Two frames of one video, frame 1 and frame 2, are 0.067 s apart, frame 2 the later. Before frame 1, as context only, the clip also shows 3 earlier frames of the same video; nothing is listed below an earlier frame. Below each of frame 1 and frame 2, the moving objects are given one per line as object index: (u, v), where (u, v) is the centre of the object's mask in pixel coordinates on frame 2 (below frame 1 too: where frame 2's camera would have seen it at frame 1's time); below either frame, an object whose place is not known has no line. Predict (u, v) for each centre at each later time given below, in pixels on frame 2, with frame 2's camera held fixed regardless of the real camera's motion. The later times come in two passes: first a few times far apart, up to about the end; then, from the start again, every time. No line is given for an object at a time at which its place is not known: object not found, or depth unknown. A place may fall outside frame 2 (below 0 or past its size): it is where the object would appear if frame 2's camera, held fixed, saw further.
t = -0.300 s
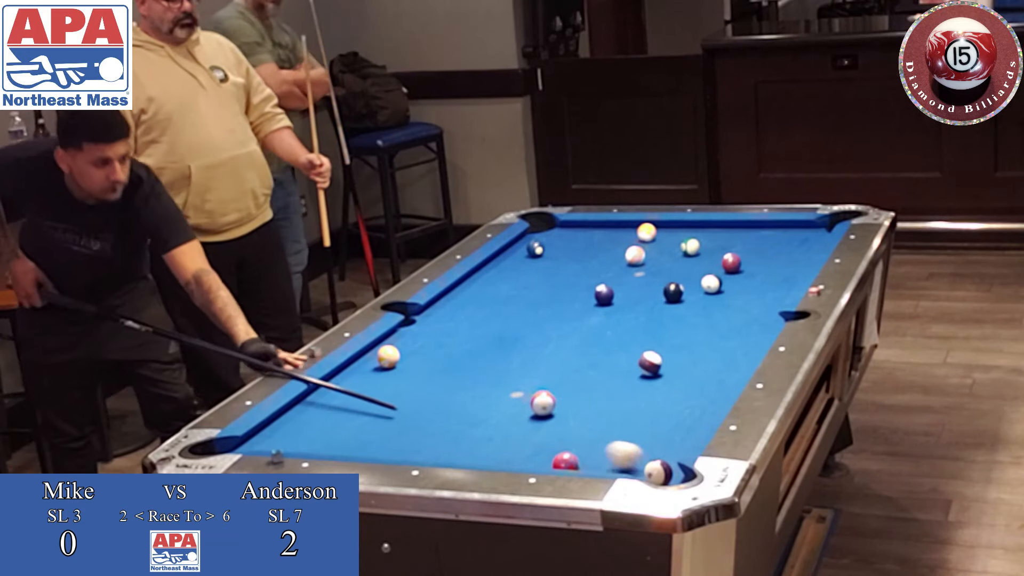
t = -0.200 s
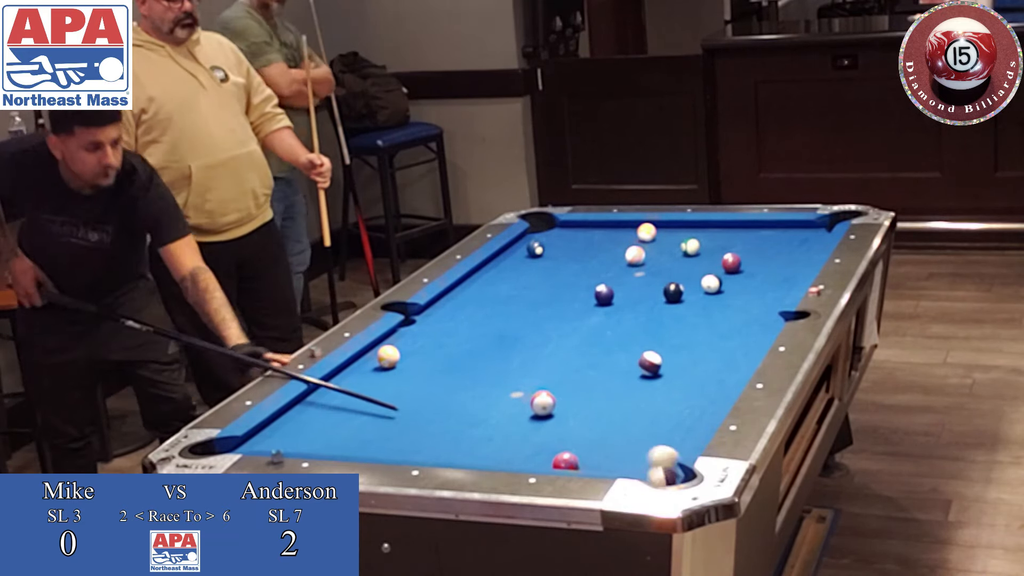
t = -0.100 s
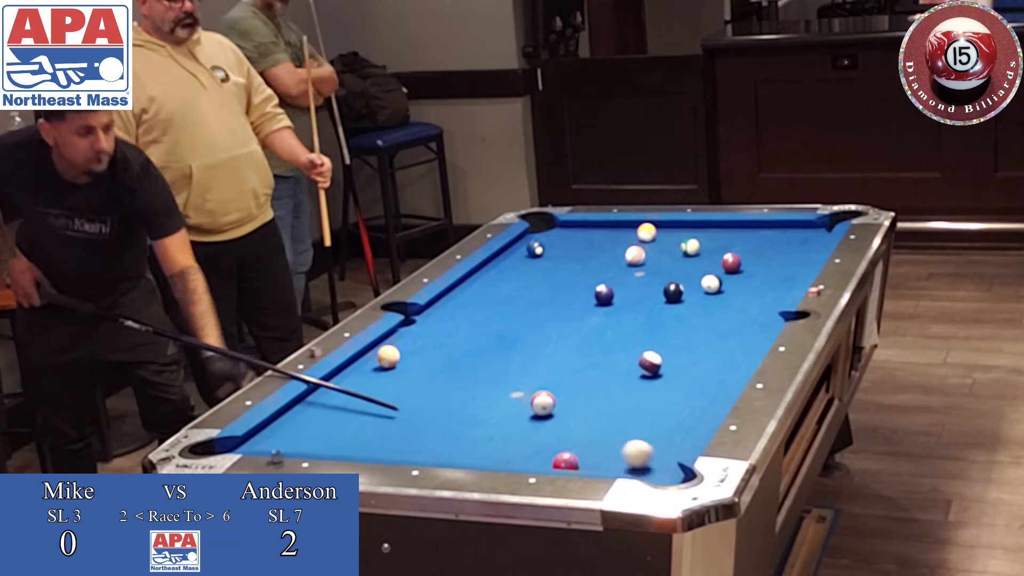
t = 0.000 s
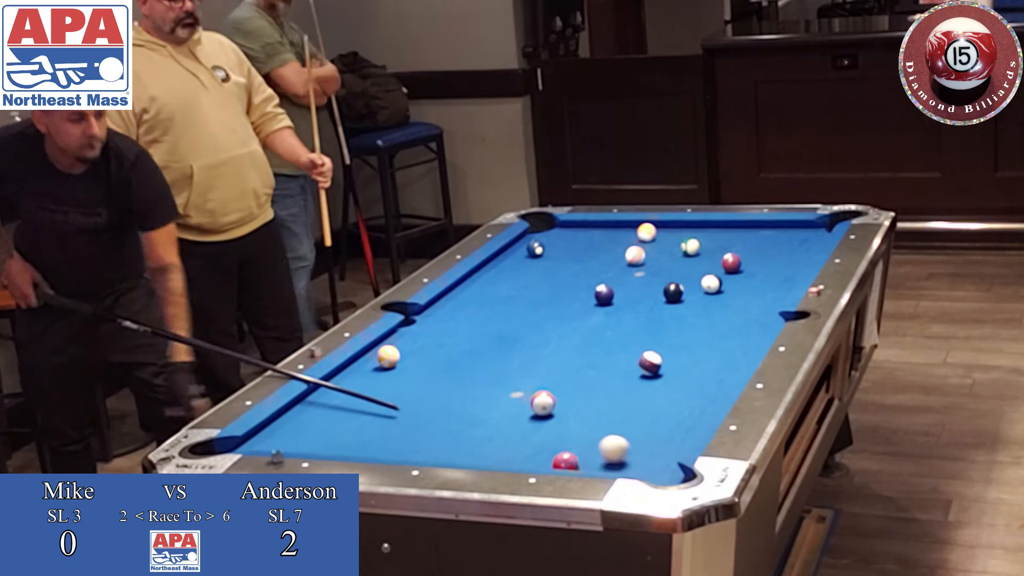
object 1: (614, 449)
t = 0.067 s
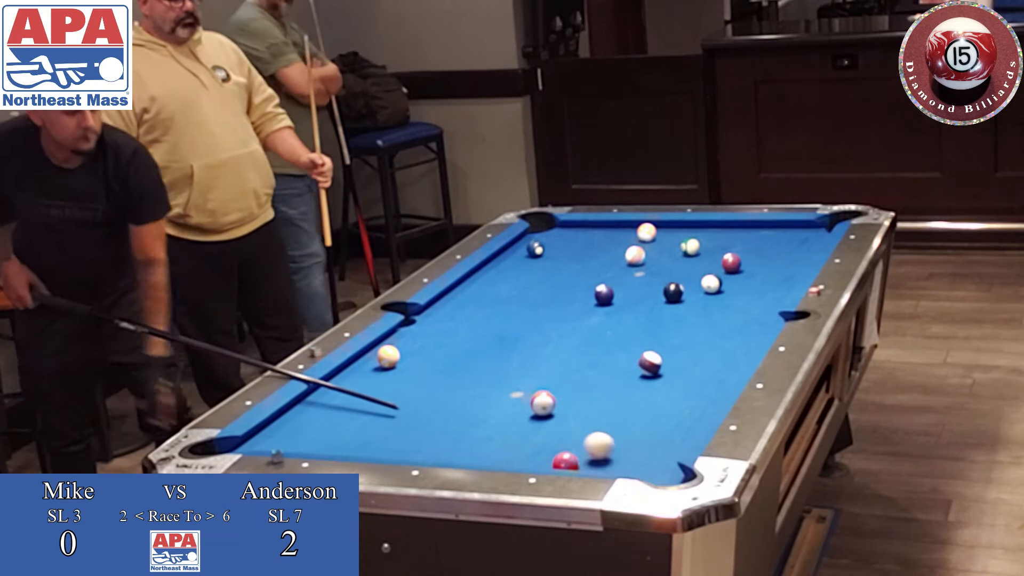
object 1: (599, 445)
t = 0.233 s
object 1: (562, 438)
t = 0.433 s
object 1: (521, 430)
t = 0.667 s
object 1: (478, 421)
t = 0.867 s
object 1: (443, 414)
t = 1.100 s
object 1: (405, 406)
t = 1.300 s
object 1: (375, 400)
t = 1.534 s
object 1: (342, 394)
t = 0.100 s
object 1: (591, 444)
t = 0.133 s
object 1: (584, 442)
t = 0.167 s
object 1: (577, 440)
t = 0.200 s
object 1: (570, 439)
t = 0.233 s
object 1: (562, 438)
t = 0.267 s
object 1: (555, 437)
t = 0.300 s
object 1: (549, 436)
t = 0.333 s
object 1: (542, 434)
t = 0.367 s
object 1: (535, 432)
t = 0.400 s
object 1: (528, 431)
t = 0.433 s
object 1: (521, 430)
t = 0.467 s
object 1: (515, 428)
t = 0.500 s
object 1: (508, 427)
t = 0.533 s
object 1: (502, 426)
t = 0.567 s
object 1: (496, 424)
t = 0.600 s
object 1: (490, 423)
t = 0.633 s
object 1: (484, 422)
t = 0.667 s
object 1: (478, 421)
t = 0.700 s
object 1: (472, 420)
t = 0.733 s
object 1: (466, 419)
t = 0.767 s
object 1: (460, 417)
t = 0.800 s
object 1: (454, 416)
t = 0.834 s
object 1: (448, 415)
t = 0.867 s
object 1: (443, 414)
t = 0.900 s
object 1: (437, 413)
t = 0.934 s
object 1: (432, 412)
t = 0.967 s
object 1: (426, 410)
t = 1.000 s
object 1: (421, 409)
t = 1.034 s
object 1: (415, 408)
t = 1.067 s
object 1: (410, 407)
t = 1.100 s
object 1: (405, 406)
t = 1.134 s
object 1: (400, 405)
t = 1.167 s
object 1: (395, 404)
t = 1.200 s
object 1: (390, 403)
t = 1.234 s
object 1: (385, 402)
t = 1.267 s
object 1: (380, 401)
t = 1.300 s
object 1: (375, 400)
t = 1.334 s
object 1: (370, 399)
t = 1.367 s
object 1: (365, 398)
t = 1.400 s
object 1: (361, 397)
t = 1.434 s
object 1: (356, 396)
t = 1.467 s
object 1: (351, 395)
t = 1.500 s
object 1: (347, 394)
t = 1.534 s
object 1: (342, 394)
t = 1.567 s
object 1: (338, 393)
